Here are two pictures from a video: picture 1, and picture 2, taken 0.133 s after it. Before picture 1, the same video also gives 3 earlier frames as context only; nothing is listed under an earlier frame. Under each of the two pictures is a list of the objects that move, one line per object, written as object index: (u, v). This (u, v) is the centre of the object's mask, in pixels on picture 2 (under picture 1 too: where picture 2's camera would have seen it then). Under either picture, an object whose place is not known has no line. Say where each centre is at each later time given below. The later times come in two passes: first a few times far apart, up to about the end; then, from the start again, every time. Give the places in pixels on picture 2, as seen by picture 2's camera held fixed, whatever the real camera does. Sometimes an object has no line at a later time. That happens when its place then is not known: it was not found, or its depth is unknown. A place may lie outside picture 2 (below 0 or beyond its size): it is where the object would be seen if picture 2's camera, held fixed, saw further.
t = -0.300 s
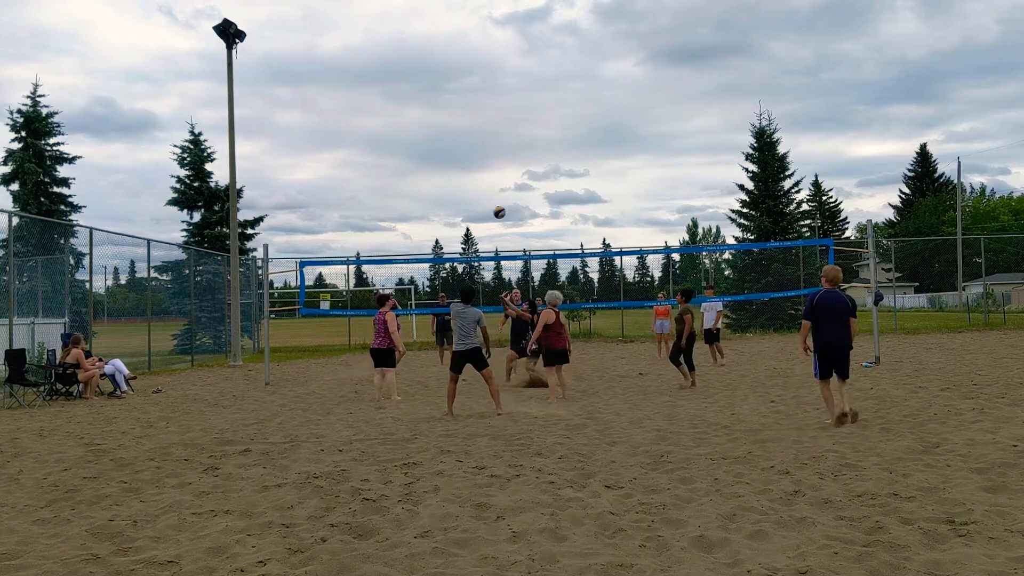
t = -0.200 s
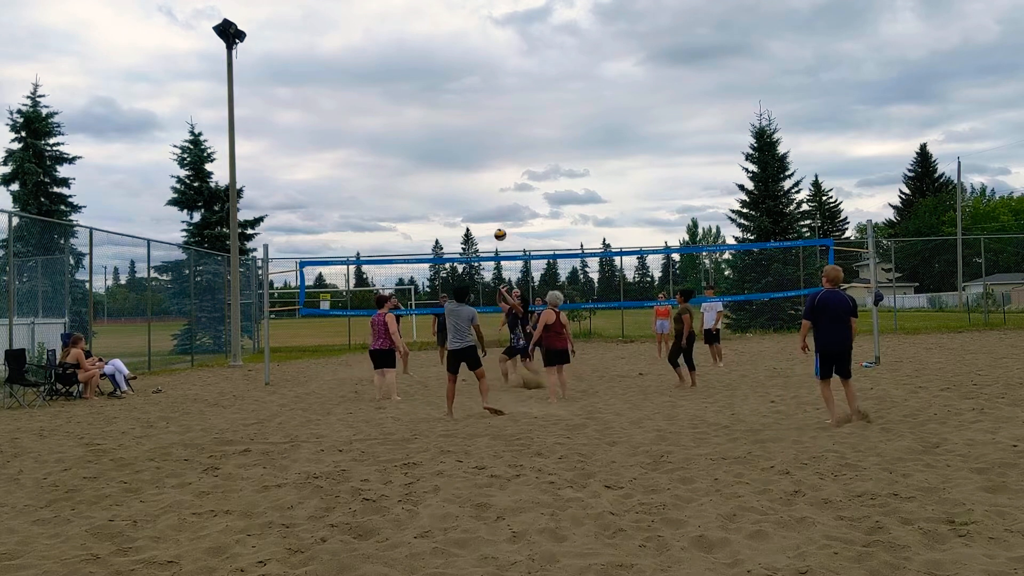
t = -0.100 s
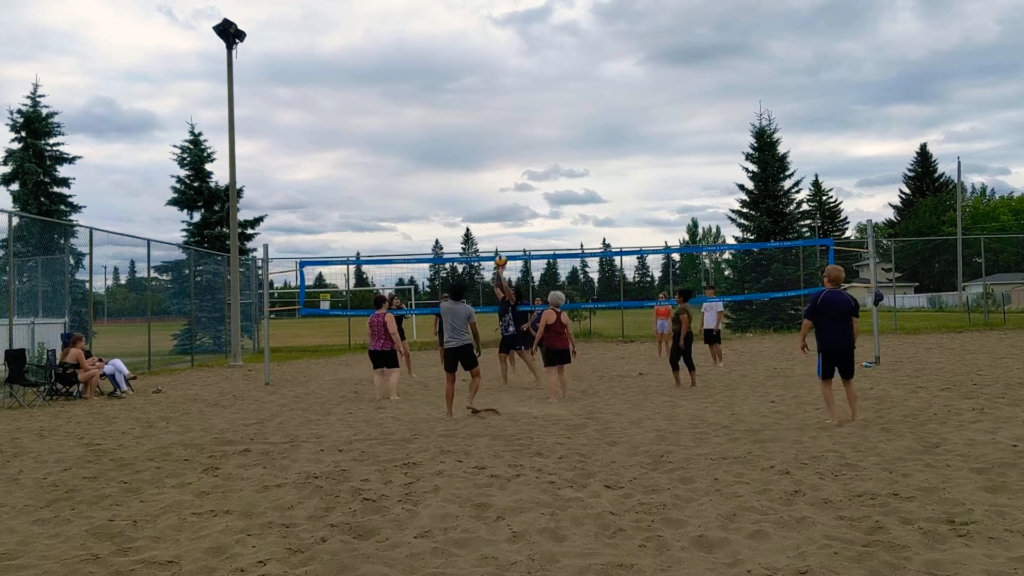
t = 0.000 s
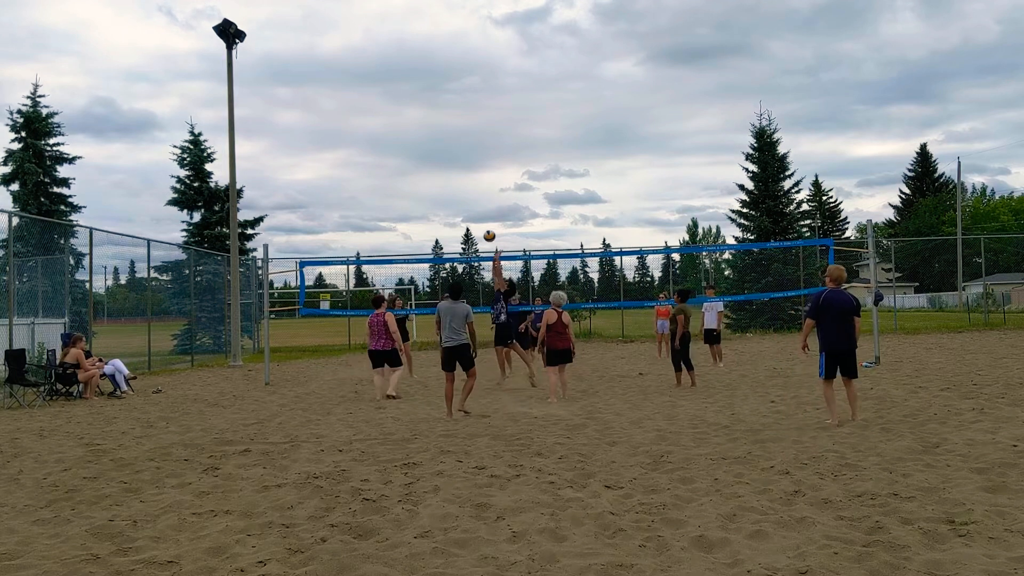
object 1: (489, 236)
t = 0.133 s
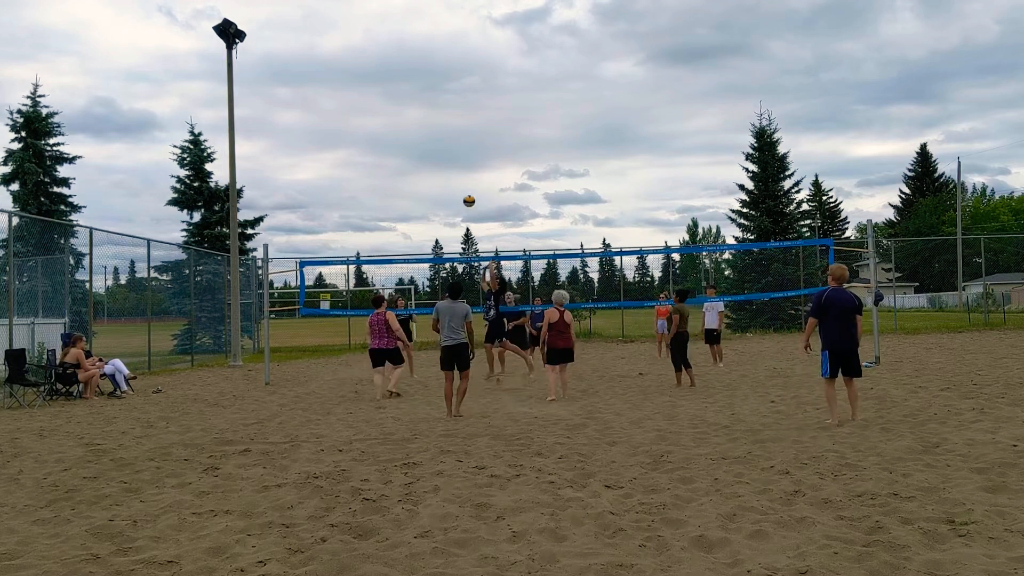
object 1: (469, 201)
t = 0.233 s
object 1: (454, 182)
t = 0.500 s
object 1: (416, 158)
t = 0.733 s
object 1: (385, 169)
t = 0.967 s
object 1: (356, 210)
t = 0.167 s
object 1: (464, 194)
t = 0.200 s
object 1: (459, 187)
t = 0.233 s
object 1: (454, 182)
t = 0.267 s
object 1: (449, 177)
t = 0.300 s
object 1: (444, 172)
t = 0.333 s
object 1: (440, 168)
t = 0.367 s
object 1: (435, 165)
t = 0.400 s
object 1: (430, 163)
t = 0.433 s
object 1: (425, 160)
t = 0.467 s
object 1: (421, 159)
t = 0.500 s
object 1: (416, 158)
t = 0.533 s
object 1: (412, 158)
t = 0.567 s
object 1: (407, 158)
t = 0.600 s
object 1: (403, 159)
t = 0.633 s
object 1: (398, 161)
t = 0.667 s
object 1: (394, 163)
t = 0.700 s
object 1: (390, 166)
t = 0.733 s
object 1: (385, 169)
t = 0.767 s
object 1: (381, 174)
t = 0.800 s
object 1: (376, 178)
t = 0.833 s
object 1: (372, 183)
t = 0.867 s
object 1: (368, 189)
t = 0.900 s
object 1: (364, 195)
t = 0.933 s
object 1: (360, 203)
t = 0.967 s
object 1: (356, 210)
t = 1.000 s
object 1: (352, 218)
